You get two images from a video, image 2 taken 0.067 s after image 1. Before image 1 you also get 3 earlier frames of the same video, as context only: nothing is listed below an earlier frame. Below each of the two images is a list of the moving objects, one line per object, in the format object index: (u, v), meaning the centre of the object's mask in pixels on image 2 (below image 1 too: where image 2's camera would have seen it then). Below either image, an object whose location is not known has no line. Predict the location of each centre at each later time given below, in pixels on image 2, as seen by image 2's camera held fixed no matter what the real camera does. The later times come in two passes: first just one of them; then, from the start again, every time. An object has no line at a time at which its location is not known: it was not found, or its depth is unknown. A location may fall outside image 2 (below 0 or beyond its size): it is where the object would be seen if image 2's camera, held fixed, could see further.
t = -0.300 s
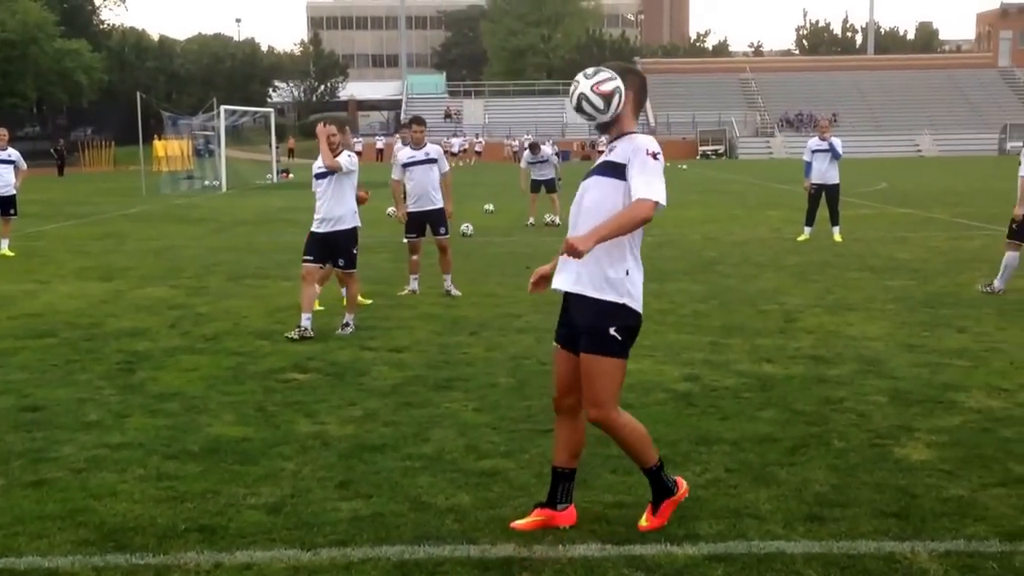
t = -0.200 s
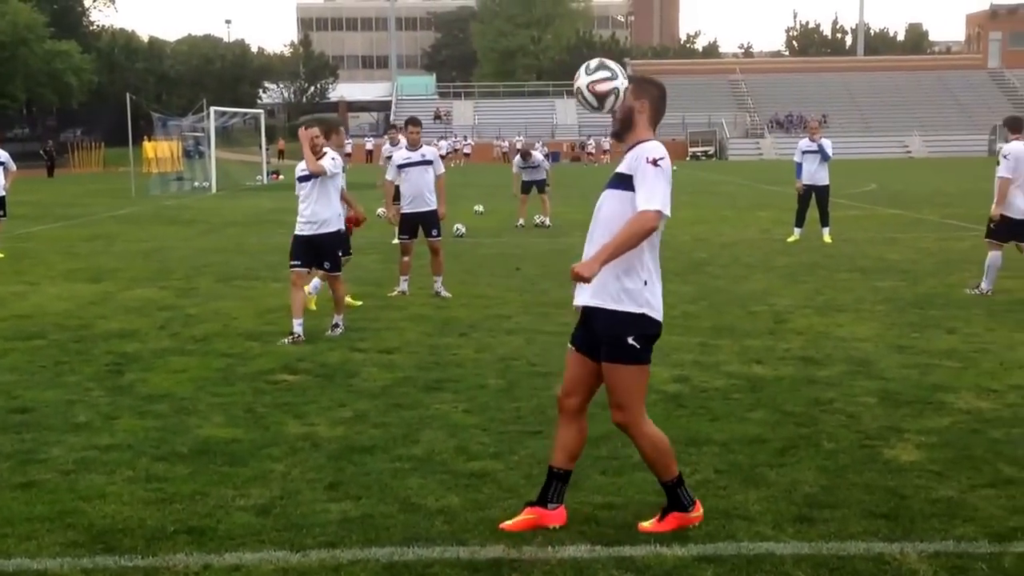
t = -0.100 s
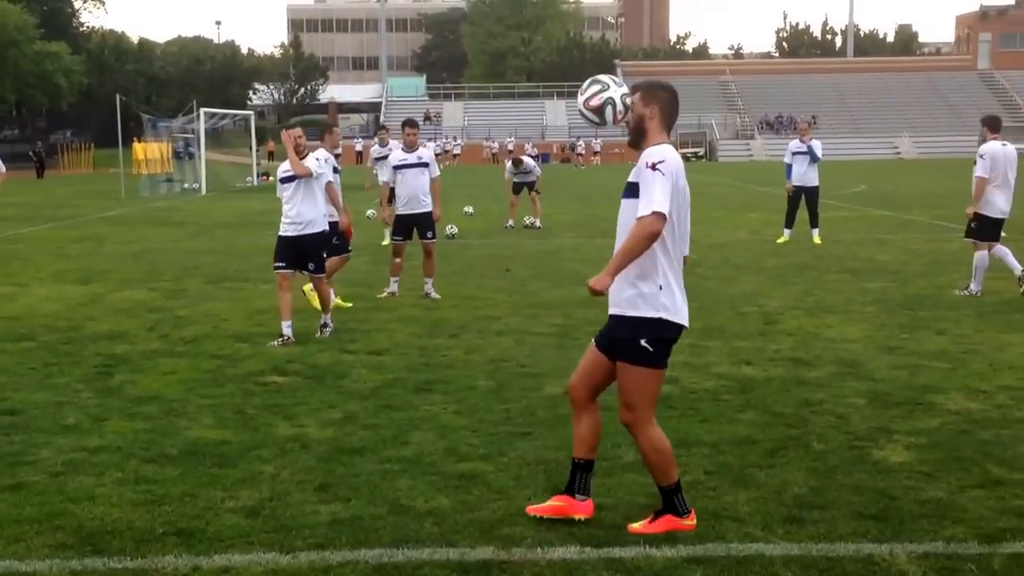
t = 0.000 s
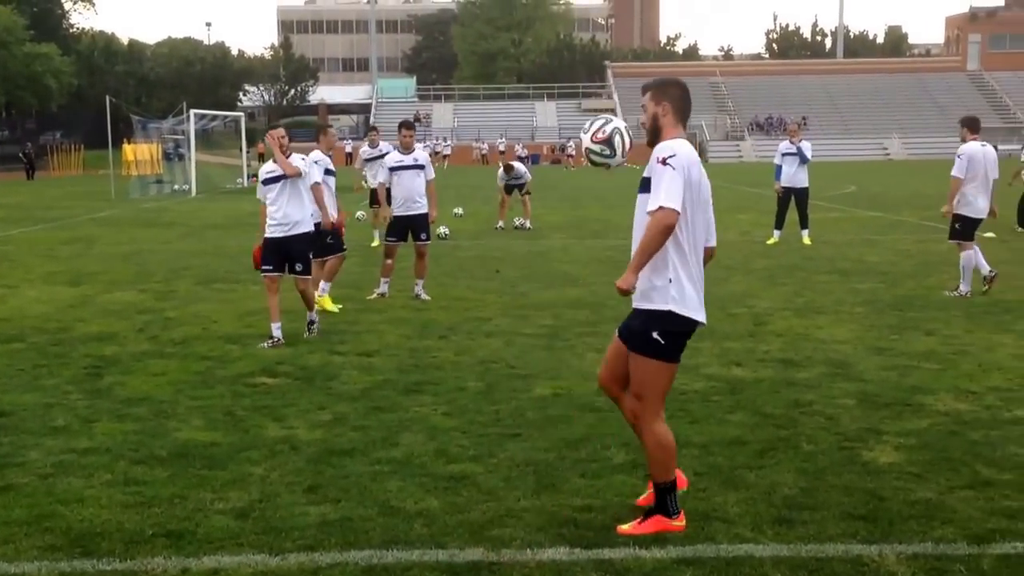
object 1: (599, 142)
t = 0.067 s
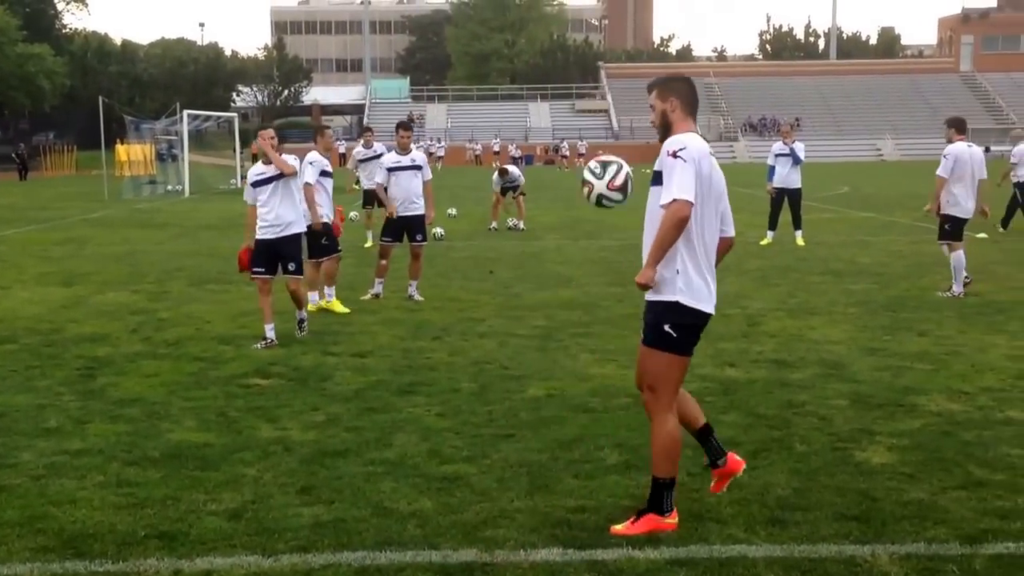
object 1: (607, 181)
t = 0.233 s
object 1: (626, 319)
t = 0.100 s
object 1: (610, 204)
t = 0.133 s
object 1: (614, 229)
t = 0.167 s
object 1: (618, 257)
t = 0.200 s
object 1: (622, 287)
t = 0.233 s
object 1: (626, 319)
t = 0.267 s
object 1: (629, 353)
